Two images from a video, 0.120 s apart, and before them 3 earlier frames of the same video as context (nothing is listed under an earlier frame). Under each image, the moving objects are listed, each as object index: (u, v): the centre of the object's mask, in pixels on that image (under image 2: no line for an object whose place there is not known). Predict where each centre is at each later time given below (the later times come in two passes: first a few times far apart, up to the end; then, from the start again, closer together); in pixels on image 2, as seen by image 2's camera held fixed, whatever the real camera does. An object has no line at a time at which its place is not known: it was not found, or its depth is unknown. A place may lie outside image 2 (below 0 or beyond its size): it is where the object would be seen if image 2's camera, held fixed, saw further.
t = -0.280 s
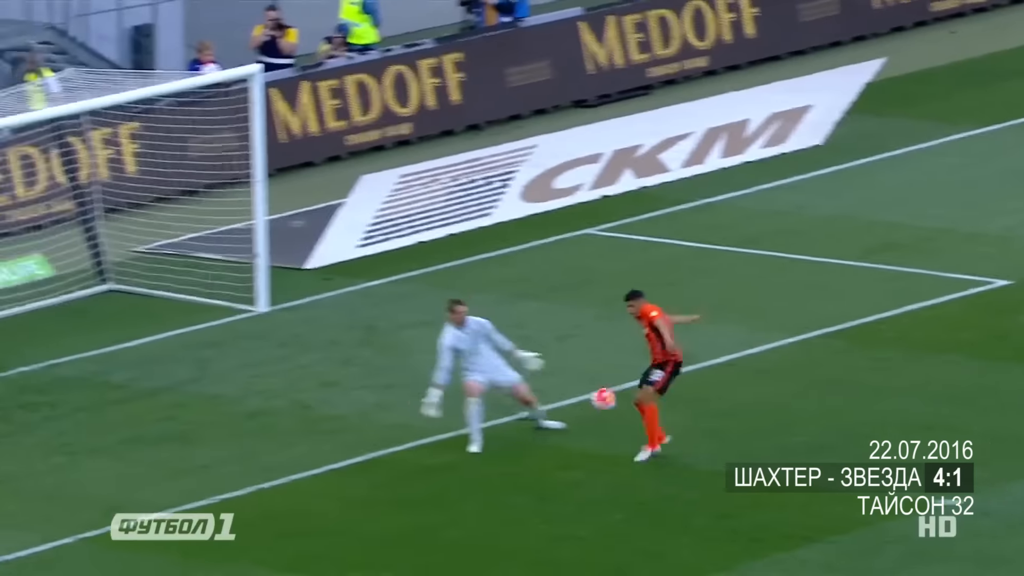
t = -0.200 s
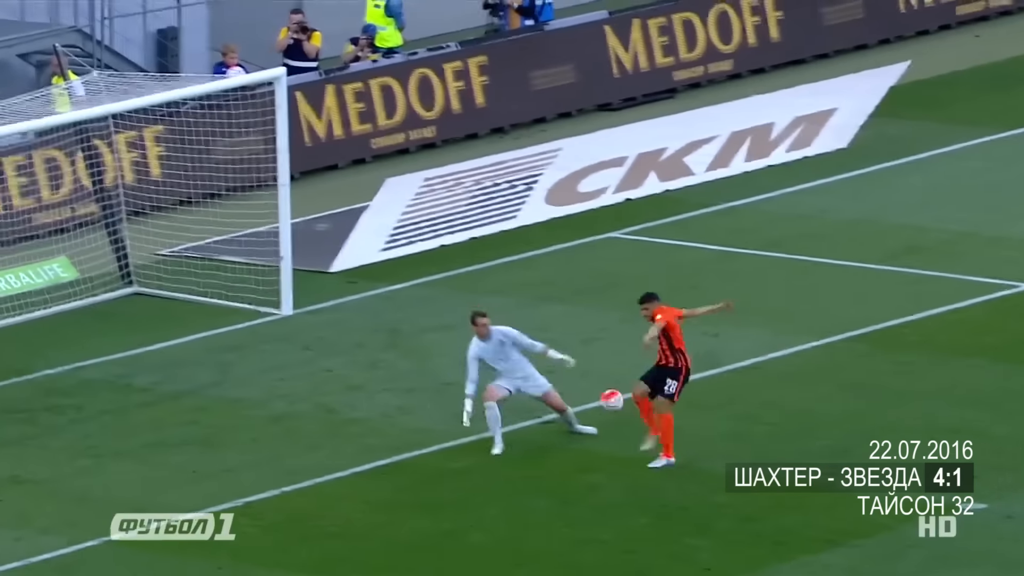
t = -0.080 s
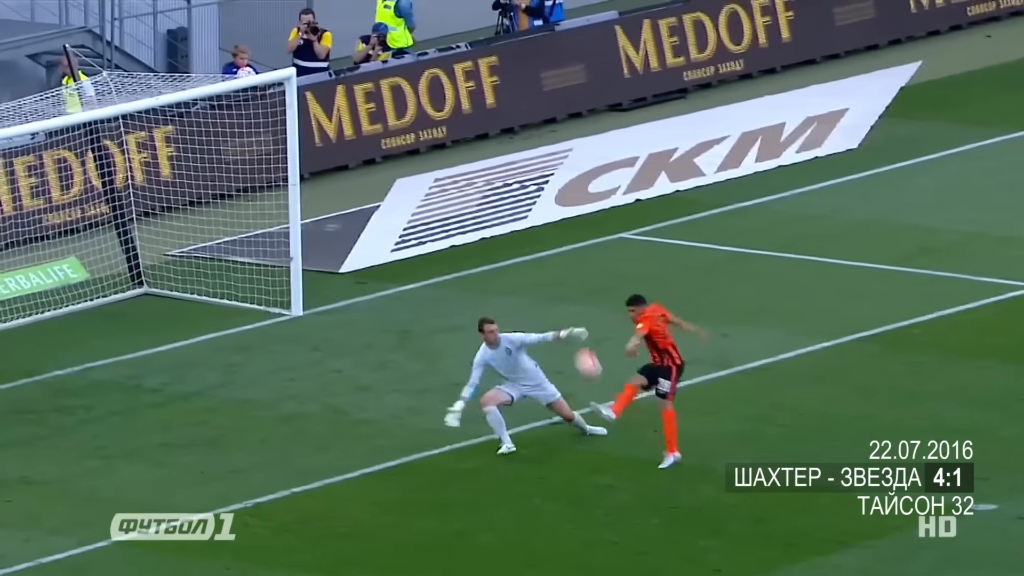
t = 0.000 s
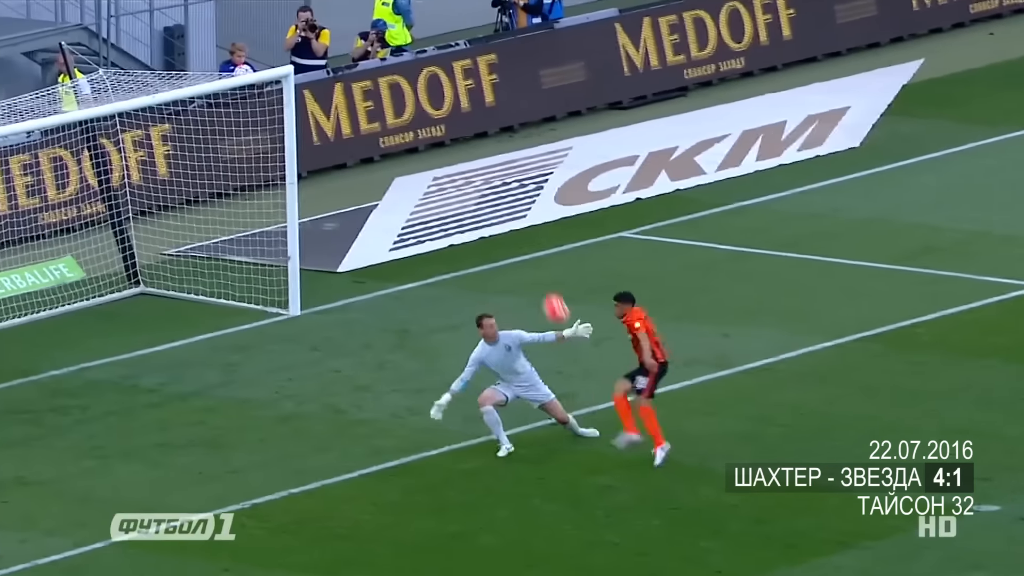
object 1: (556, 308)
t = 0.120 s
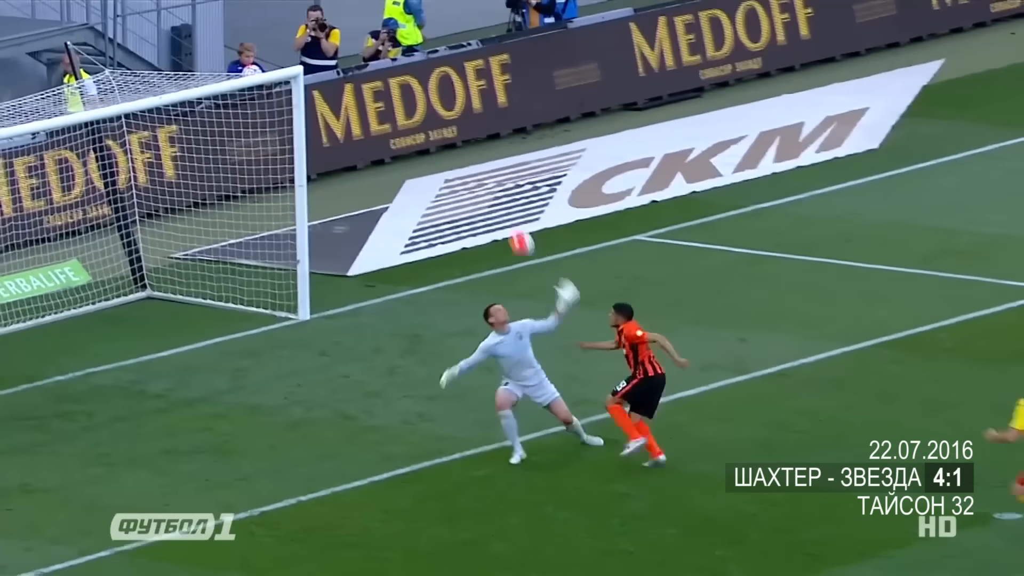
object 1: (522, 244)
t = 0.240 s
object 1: (475, 189)
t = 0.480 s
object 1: (386, 128)
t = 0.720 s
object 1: (303, 130)
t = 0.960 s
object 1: (225, 188)
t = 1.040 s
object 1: (200, 218)
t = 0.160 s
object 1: (506, 222)
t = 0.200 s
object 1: (490, 205)
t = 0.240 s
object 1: (475, 189)
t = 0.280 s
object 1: (459, 172)
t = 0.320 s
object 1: (444, 161)
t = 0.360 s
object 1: (429, 150)
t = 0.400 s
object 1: (415, 141)
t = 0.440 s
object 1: (400, 134)
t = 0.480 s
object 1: (386, 128)
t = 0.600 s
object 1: (343, 121)
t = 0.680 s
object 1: (316, 125)
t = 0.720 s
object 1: (303, 130)
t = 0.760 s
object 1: (288, 135)
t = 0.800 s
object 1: (276, 142)
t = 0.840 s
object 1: (262, 151)
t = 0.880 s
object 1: (249, 160)
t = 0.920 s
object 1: (236, 172)
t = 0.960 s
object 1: (225, 188)
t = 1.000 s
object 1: (212, 203)
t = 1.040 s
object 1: (200, 218)
